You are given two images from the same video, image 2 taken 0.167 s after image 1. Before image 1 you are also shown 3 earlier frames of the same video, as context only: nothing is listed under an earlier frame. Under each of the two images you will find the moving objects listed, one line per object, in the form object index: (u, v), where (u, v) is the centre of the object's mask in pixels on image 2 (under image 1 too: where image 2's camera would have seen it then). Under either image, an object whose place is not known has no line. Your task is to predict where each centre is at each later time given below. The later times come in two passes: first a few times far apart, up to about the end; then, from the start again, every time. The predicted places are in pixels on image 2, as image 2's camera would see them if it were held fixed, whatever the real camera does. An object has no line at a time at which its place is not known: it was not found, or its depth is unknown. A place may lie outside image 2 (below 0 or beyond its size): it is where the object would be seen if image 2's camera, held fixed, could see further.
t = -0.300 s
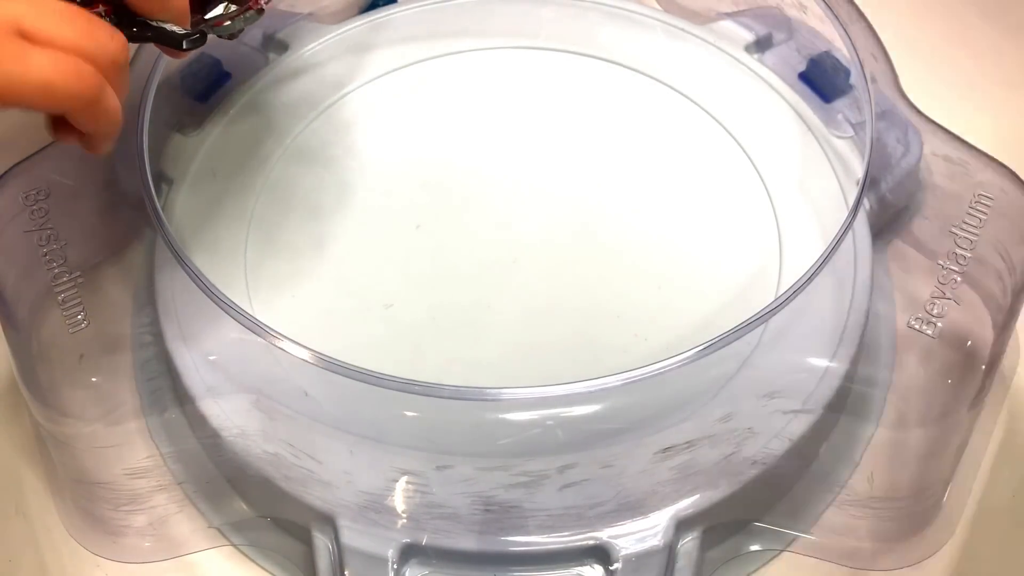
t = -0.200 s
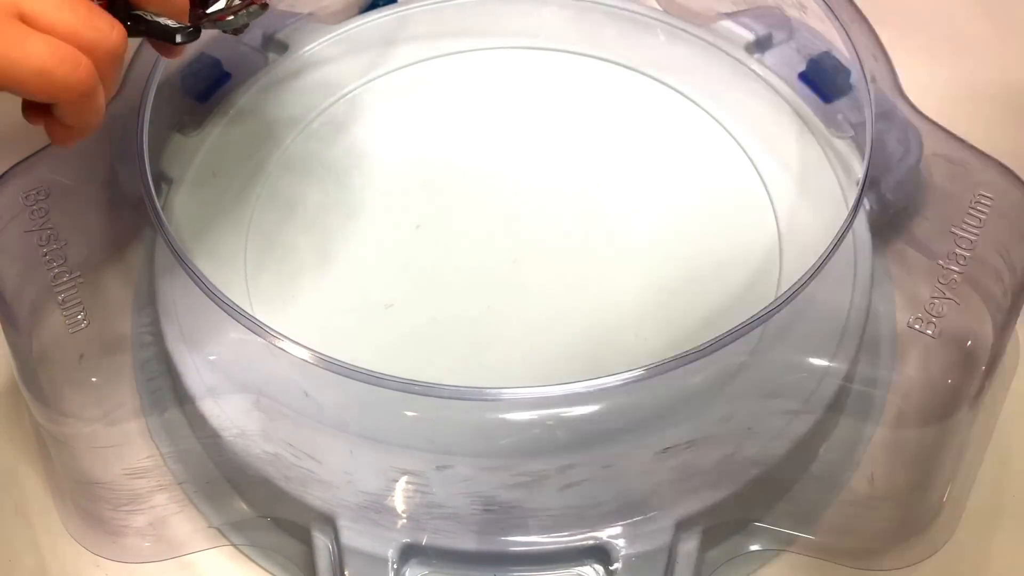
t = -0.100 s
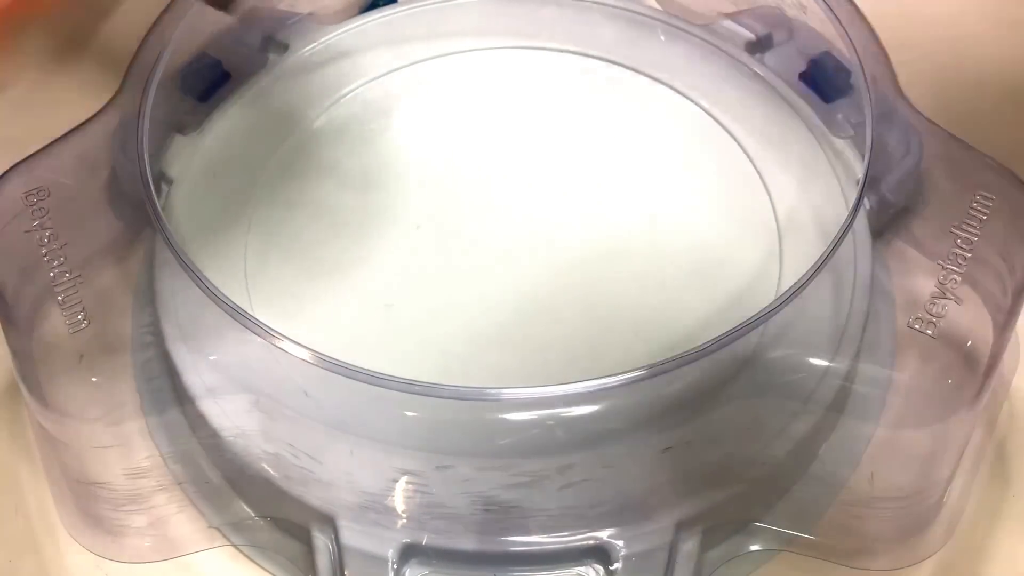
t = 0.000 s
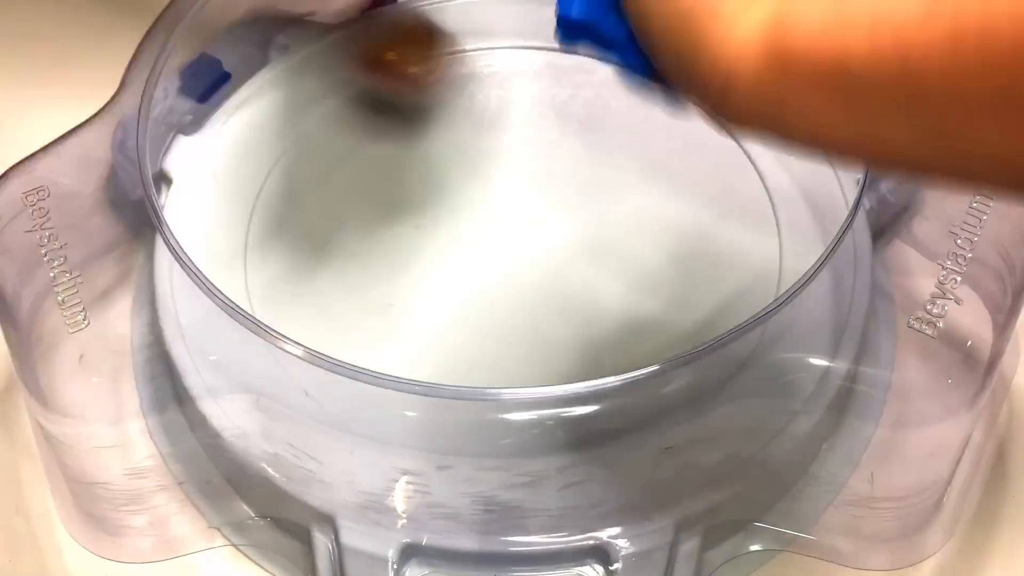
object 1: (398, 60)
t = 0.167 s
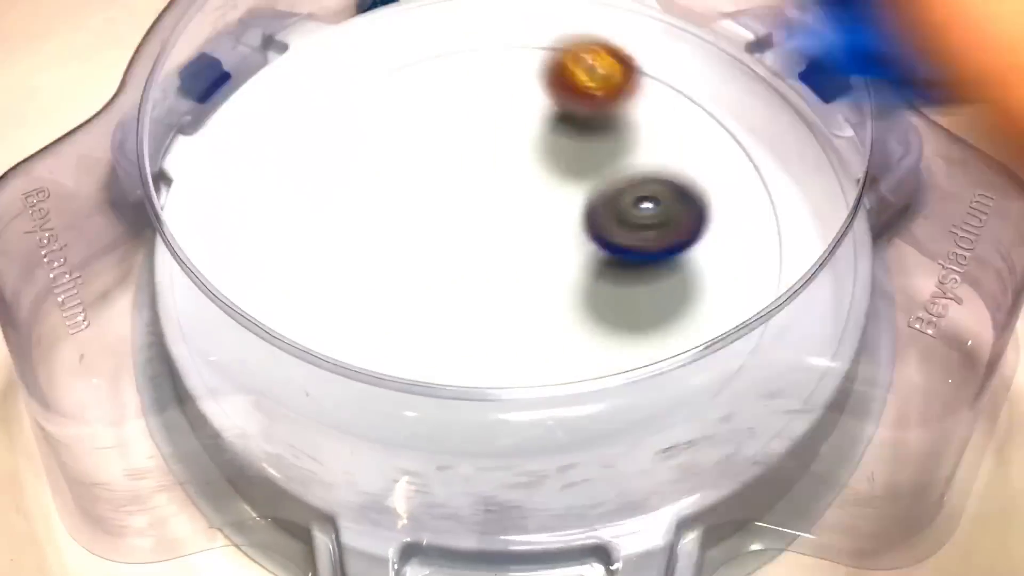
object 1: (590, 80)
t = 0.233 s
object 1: (592, 79)
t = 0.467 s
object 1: (442, 138)
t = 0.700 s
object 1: (515, 316)
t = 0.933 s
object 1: (771, 150)
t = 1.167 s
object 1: (691, 56)
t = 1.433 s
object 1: (693, 178)
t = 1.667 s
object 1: (781, 167)
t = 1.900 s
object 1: (648, 233)
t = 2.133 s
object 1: (569, 290)
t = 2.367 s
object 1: (588, 377)
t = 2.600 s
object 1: (622, 301)
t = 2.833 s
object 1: (528, 348)
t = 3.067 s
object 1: (539, 359)
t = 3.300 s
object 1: (521, 320)
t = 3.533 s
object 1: (337, 234)
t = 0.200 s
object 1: (606, 95)
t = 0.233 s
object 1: (592, 79)
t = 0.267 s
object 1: (577, 82)
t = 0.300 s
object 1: (560, 94)
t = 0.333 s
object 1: (537, 94)
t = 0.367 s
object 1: (514, 101)
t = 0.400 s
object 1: (488, 110)
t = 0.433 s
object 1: (464, 121)
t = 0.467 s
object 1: (442, 138)
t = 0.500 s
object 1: (424, 158)
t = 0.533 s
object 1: (413, 181)
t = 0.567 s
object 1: (410, 205)
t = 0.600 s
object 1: (417, 238)
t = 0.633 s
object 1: (436, 268)
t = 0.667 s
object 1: (469, 295)
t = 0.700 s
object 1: (515, 316)
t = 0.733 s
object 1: (566, 325)
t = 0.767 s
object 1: (624, 320)
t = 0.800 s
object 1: (680, 300)
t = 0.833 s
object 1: (728, 266)
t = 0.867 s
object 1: (770, 224)
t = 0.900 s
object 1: (779, 180)
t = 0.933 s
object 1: (771, 150)
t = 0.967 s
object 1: (759, 136)
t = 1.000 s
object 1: (752, 111)
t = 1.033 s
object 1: (744, 92)
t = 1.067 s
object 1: (734, 76)
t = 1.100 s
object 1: (722, 67)
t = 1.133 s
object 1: (707, 59)
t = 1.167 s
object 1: (691, 56)
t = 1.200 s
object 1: (672, 58)
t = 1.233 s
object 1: (646, 68)
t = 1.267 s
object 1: (613, 78)
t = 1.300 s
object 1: (579, 94)
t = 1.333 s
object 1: (548, 119)
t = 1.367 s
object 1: (563, 146)
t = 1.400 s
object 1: (633, 166)
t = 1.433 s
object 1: (693, 178)
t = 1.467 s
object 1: (749, 178)
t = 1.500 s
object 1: (773, 164)
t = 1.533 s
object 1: (780, 159)
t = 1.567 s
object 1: (787, 165)
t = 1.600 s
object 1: (815, 152)
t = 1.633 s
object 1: (805, 159)
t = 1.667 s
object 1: (781, 167)
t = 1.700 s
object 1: (761, 177)
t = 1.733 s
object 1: (735, 192)
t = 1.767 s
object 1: (711, 204)
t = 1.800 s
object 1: (690, 217)
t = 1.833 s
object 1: (667, 231)
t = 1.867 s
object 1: (653, 239)
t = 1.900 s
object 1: (648, 233)
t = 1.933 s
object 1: (641, 230)
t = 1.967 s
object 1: (633, 232)
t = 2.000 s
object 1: (621, 238)
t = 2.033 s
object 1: (608, 248)
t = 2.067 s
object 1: (594, 260)
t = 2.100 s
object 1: (580, 275)
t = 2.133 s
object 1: (569, 290)
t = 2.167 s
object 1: (561, 307)
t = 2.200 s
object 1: (555, 323)
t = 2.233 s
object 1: (553, 338)
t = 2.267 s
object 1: (556, 346)
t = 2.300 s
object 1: (564, 352)
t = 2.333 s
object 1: (574, 371)
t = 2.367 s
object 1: (588, 377)
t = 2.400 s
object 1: (603, 377)
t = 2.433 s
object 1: (621, 370)
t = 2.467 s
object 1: (632, 359)
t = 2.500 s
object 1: (635, 338)
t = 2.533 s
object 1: (637, 329)
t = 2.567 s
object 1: (634, 317)
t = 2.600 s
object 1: (622, 301)
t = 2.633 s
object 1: (606, 285)
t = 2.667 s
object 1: (586, 272)
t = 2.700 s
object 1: (566, 269)
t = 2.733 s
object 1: (558, 296)
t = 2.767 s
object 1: (546, 319)
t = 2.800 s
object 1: (535, 338)
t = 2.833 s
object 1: (528, 348)
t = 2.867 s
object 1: (525, 353)
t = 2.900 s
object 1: (526, 370)
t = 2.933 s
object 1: (529, 375)
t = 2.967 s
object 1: (533, 377)
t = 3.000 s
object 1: (535, 377)
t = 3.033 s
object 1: (538, 374)
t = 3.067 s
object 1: (539, 359)
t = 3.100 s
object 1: (540, 357)
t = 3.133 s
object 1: (541, 354)
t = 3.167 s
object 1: (540, 351)
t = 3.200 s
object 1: (539, 348)
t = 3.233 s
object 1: (537, 341)
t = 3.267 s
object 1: (532, 332)
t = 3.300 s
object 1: (521, 320)
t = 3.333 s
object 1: (501, 305)
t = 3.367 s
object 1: (477, 291)
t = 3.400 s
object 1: (453, 280)
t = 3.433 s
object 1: (426, 270)
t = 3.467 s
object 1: (400, 263)
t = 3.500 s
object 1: (374, 259)
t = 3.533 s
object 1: (337, 234)
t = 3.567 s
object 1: (288, 189)
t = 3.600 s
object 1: (253, 155)
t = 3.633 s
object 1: (235, 136)
